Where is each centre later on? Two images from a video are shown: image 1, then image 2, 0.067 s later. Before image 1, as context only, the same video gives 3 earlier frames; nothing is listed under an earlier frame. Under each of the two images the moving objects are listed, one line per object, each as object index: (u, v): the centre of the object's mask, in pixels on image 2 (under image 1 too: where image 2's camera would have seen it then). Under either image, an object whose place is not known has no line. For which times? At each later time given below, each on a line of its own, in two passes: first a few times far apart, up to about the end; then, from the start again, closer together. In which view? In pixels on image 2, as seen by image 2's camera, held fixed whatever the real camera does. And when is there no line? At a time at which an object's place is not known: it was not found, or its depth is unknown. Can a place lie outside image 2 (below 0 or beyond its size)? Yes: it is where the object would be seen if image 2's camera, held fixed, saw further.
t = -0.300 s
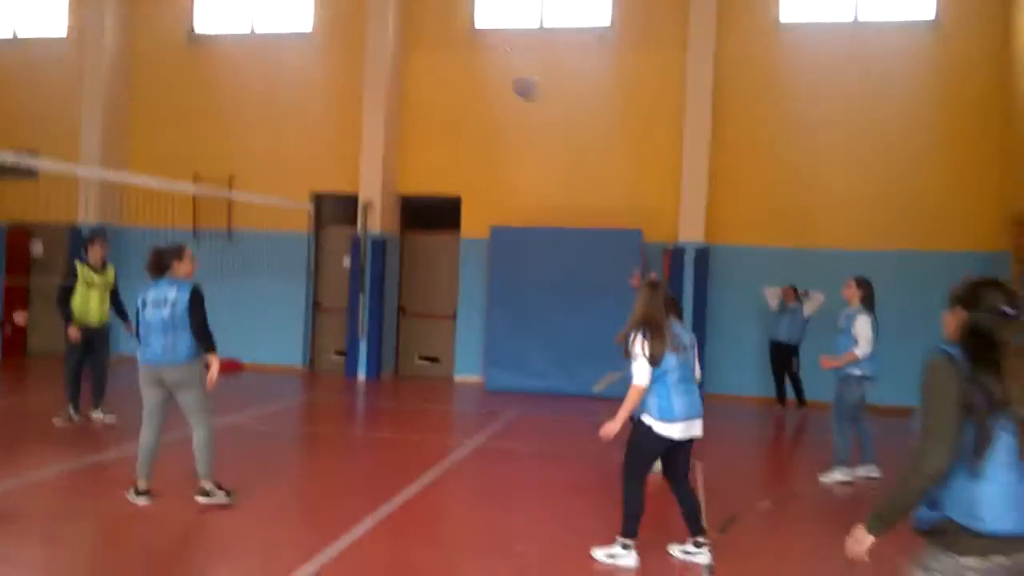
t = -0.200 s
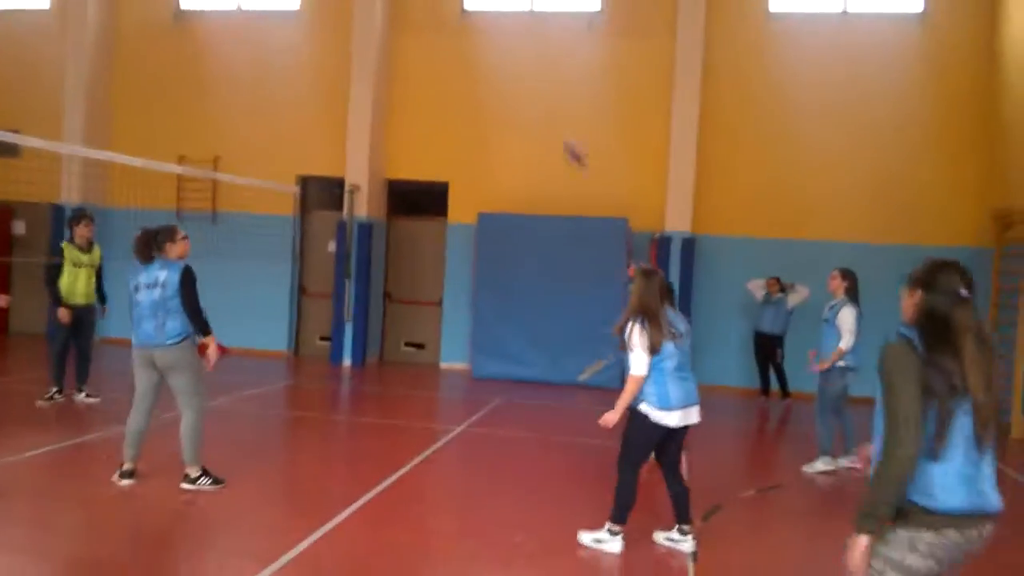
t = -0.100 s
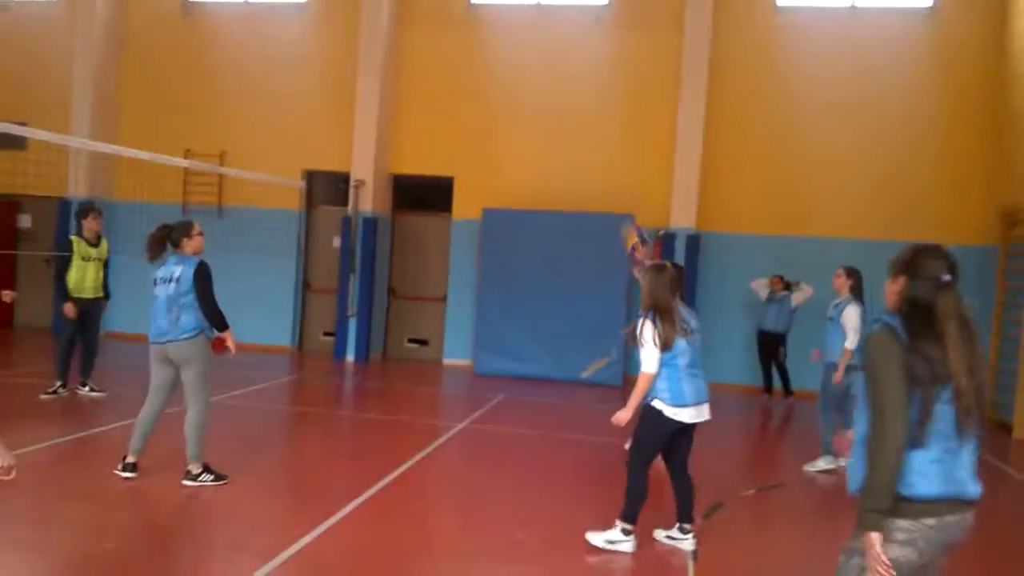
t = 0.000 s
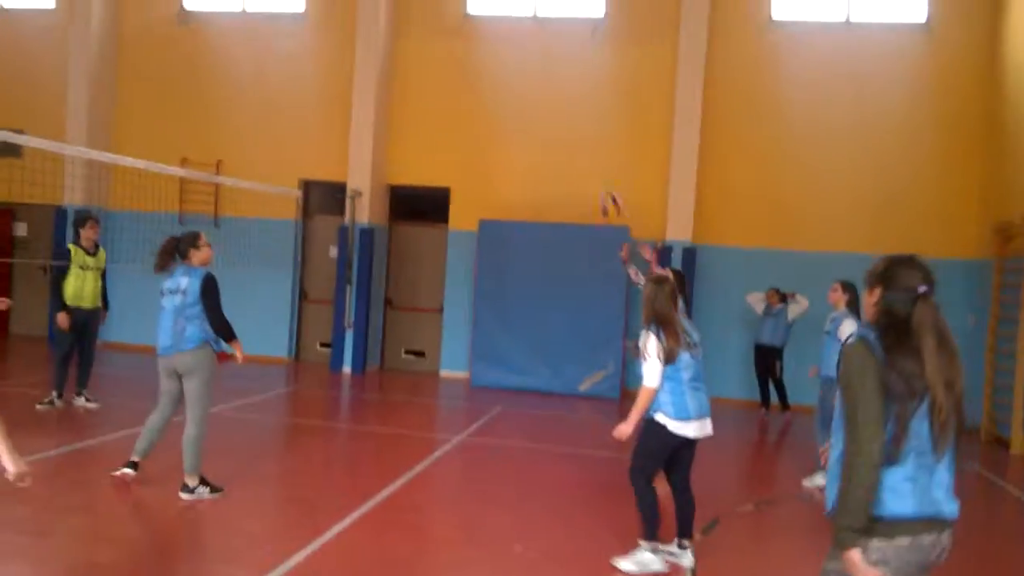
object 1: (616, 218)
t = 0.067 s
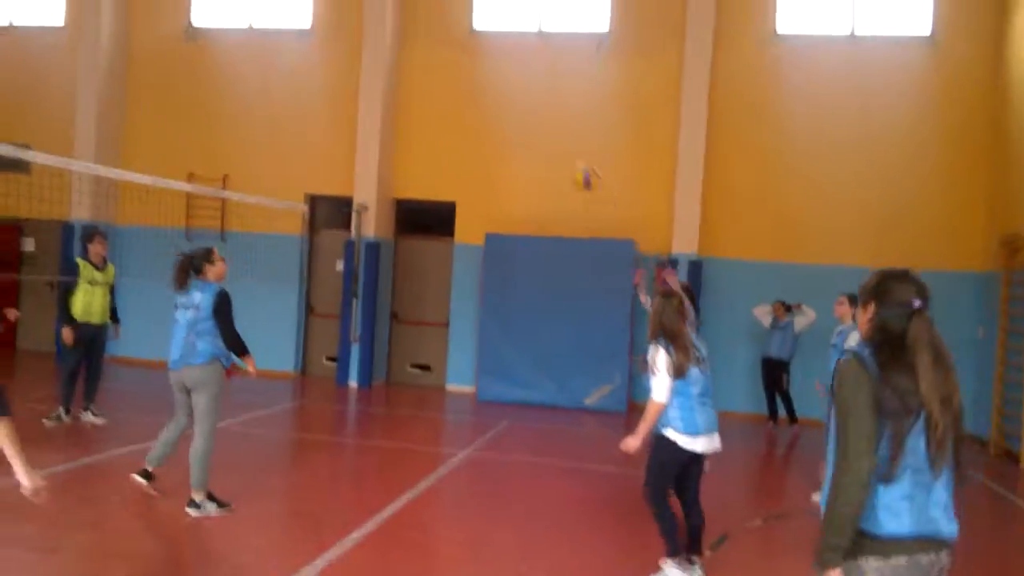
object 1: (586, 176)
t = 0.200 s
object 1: (529, 109)
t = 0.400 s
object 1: (445, 45)
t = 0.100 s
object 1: (570, 158)
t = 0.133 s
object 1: (557, 139)
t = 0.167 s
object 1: (544, 122)
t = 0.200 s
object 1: (529, 109)
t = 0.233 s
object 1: (516, 95)
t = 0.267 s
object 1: (503, 83)
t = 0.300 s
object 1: (486, 73)
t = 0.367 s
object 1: (456, 54)
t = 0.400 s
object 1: (445, 45)
